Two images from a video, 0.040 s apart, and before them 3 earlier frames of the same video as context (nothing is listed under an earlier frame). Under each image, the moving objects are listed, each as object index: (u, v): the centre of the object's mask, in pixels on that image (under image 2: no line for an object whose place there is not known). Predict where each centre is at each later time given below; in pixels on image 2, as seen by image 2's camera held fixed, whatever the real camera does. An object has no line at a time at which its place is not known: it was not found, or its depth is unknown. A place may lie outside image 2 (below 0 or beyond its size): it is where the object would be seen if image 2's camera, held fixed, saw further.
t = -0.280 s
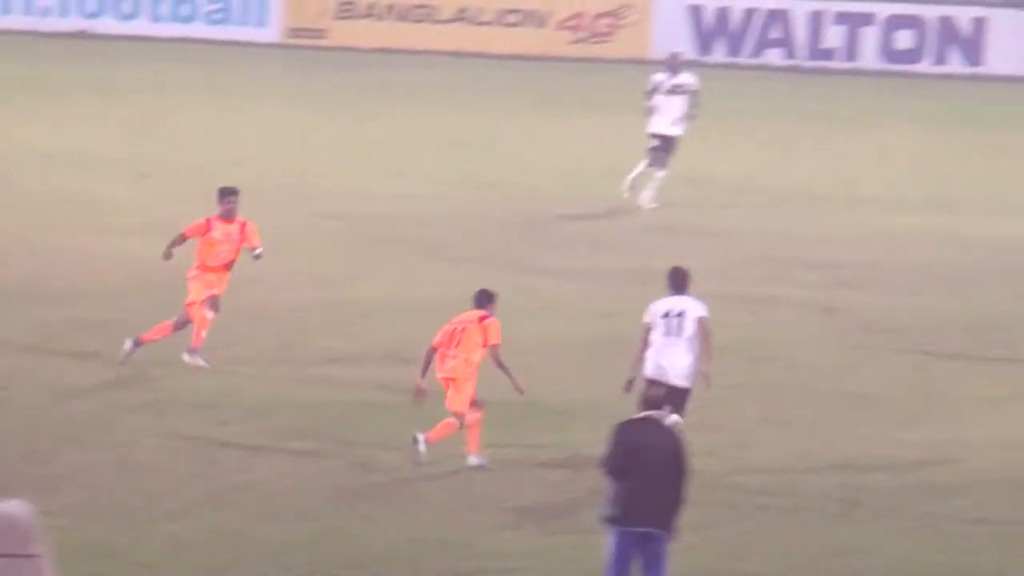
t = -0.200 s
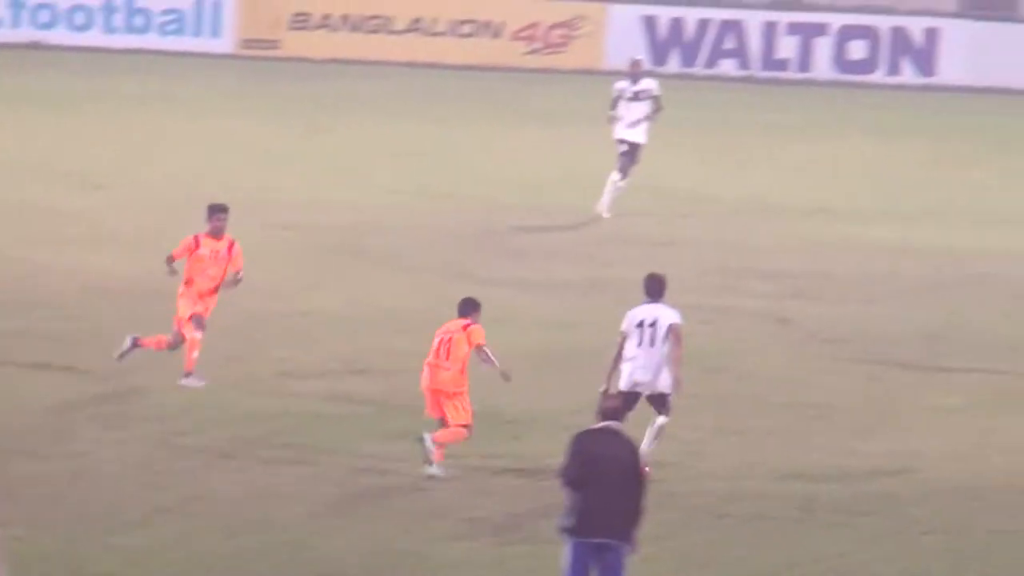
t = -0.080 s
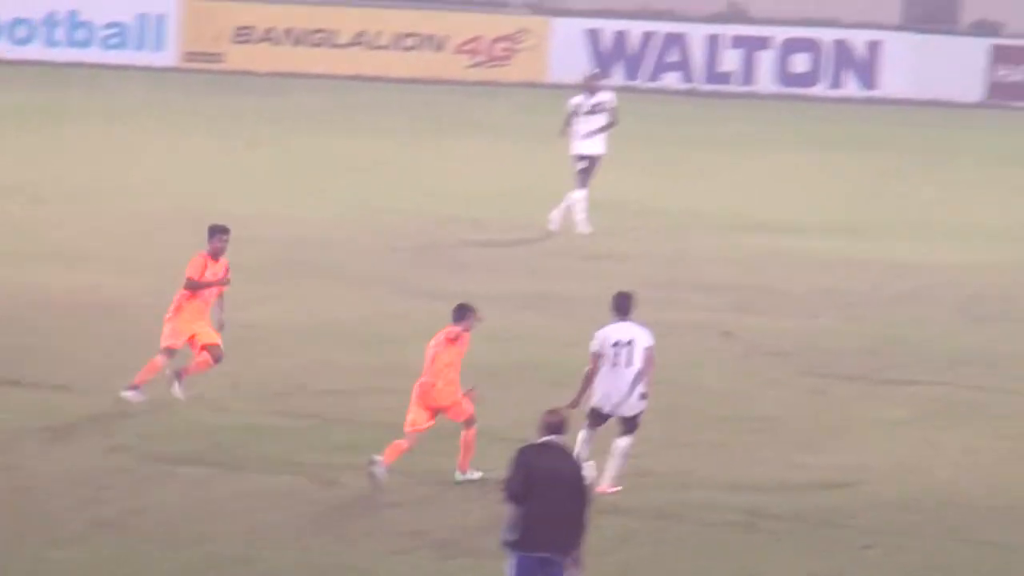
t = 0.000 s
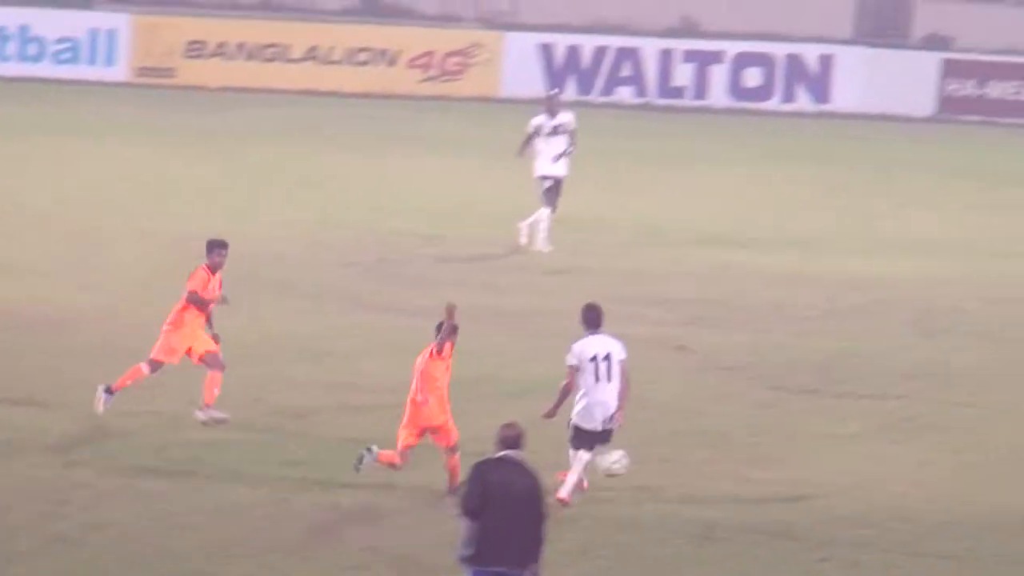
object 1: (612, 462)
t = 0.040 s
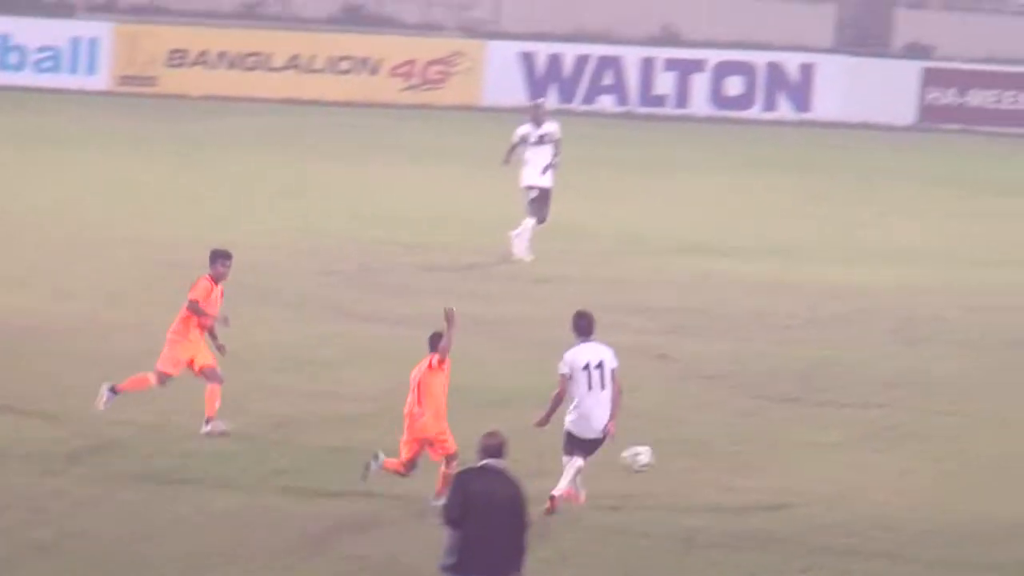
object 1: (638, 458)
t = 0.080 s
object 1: (678, 447)
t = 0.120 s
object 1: (720, 438)
